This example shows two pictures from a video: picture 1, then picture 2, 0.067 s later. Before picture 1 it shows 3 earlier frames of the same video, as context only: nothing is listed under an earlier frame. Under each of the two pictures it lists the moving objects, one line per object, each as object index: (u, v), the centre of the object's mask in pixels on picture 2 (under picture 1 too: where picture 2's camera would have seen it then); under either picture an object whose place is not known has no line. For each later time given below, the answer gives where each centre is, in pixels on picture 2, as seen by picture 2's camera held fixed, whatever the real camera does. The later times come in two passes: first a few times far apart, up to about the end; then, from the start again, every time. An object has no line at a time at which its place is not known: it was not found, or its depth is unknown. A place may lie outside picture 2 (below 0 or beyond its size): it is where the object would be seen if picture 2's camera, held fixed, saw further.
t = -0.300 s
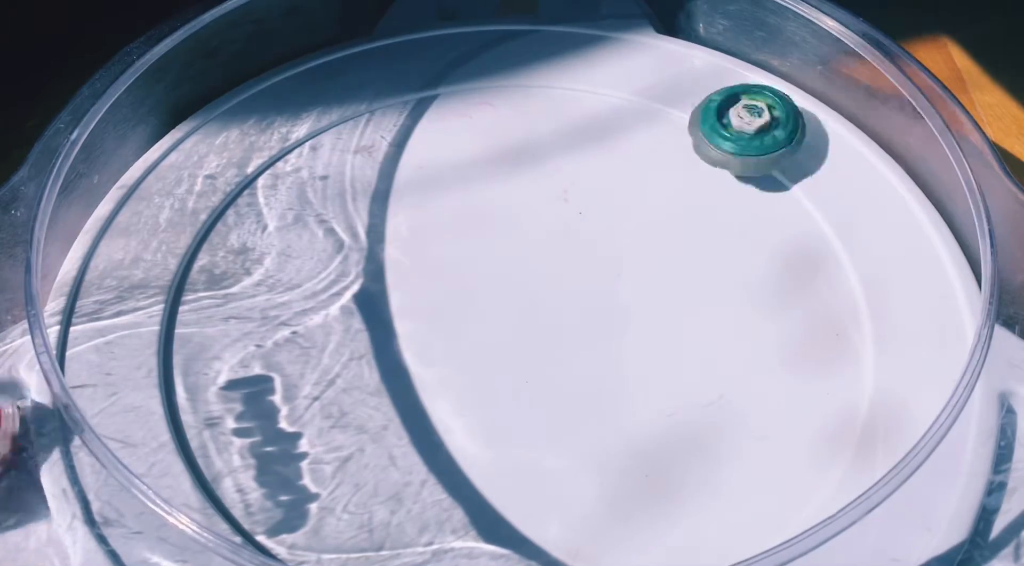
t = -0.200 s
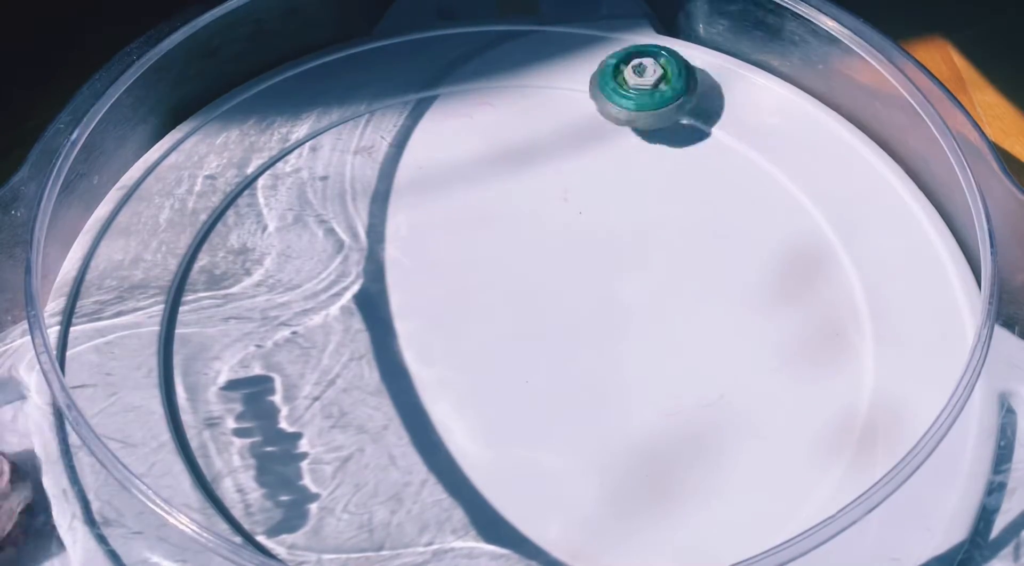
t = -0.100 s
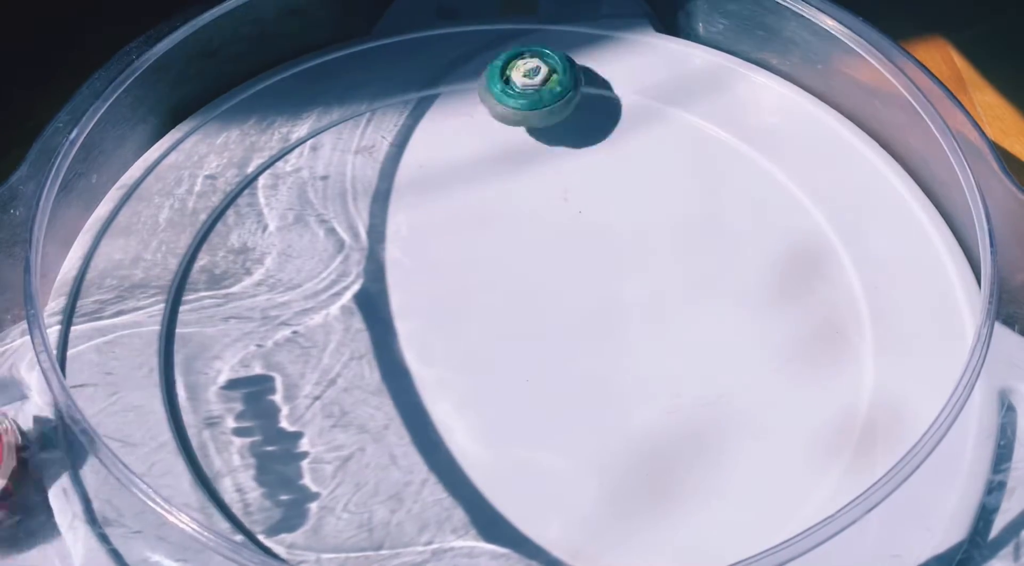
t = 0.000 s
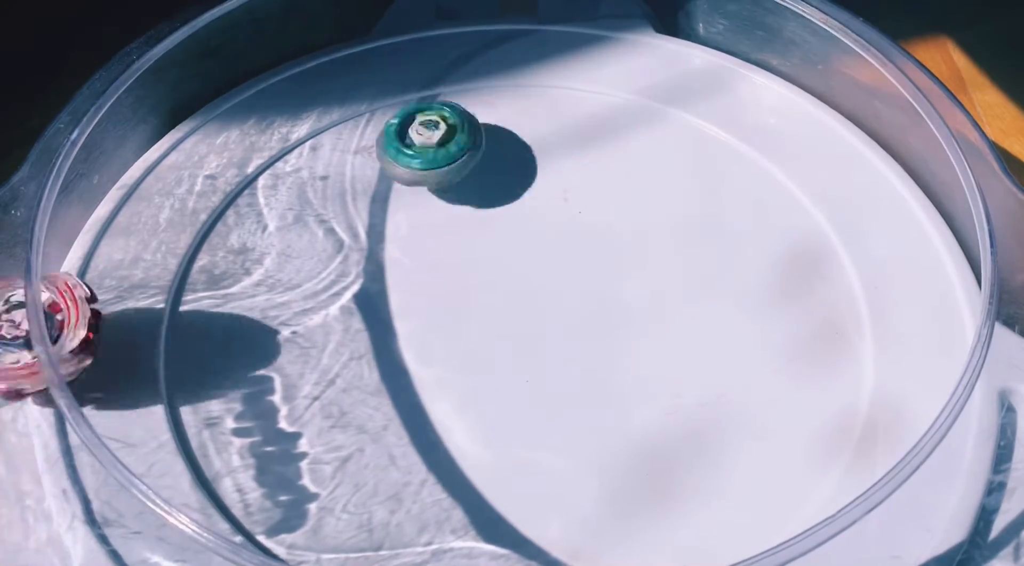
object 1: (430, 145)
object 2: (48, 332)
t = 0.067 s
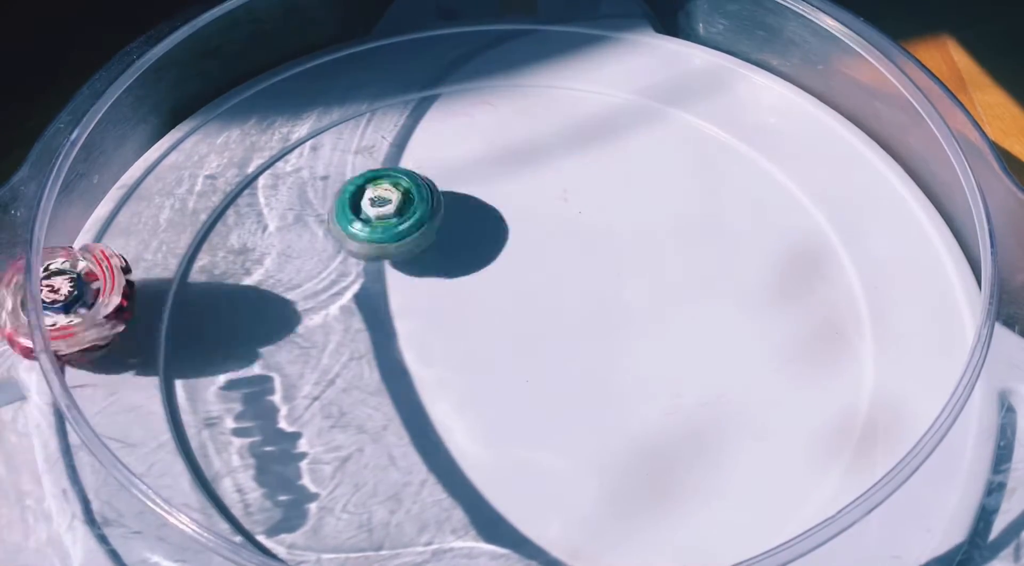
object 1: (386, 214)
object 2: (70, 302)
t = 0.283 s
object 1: (547, 457)
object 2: (382, 303)
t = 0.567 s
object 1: (826, 236)
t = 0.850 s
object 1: (521, 178)
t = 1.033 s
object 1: (383, 189)
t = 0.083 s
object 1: (380, 235)
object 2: (94, 303)
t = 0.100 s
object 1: (377, 256)
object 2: (108, 303)
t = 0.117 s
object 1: (377, 278)
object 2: (130, 308)
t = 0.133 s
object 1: (382, 301)
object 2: (153, 305)
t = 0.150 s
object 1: (388, 322)
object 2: (176, 306)
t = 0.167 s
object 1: (396, 344)
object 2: (201, 312)
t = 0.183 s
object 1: (409, 365)
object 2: (226, 309)
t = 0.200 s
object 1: (424, 385)
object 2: (252, 310)
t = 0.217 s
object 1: (442, 402)
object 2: (278, 308)
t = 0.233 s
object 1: (463, 419)
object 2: (305, 308)
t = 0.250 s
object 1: (488, 434)
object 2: (332, 309)
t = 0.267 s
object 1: (516, 447)
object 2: (357, 307)
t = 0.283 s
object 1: (547, 457)
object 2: (382, 303)
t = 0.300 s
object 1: (580, 465)
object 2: (406, 301)
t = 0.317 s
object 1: (613, 471)
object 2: (428, 299)
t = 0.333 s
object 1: (650, 472)
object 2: (450, 298)
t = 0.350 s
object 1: (686, 470)
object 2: (470, 295)
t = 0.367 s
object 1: (722, 464)
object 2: (488, 293)
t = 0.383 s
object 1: (755, 455)
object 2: (504, 291)
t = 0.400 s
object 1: (787, 442)
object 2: (520, 290)
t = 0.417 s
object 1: (816, 426)
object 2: (534, 290)
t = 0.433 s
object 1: (839, 407)
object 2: (546, 290)
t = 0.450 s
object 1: (858, 386)
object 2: (557, 292)
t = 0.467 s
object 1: (865, 361)
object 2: (565, 293)
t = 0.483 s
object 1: (866, 339)
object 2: (572, 297)
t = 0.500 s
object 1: (859, 318)
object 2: (578, 301)
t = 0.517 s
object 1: (849, 295)
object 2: (583, 306)
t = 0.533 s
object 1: (842, 274)
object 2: (587, 313)
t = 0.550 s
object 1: (835, 254)
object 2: (589, 320)
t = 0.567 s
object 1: (826, 236)
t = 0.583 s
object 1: (817, 220)
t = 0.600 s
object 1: (805, 206)
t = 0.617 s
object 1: (792, 194)
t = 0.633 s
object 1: (778, 182)
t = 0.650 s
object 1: (762, 172)
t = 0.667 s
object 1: (746, 164)
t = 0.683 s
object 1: (727, 157)
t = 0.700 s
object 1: (708, 152)
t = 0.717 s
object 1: (689, 149)
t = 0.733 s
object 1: (668, 147)
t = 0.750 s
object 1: (646, 146)
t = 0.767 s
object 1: (624, 147)
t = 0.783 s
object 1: (602, 150)
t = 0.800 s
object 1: (580, 154)
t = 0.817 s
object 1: (560, 161)
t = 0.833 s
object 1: (540, 169)
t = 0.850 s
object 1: (521, 178)
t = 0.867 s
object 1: (502, 188)
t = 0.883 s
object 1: (485, 200)
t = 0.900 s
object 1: (468, 213)
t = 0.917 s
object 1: (453, 228)
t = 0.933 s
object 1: (439, 243)
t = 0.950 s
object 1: (427, 260)
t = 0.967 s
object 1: (417, 278)
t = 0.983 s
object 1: (409, 293)
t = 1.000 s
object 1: (399, 252)
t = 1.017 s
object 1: (391, 218)
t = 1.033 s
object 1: (383, 189)
